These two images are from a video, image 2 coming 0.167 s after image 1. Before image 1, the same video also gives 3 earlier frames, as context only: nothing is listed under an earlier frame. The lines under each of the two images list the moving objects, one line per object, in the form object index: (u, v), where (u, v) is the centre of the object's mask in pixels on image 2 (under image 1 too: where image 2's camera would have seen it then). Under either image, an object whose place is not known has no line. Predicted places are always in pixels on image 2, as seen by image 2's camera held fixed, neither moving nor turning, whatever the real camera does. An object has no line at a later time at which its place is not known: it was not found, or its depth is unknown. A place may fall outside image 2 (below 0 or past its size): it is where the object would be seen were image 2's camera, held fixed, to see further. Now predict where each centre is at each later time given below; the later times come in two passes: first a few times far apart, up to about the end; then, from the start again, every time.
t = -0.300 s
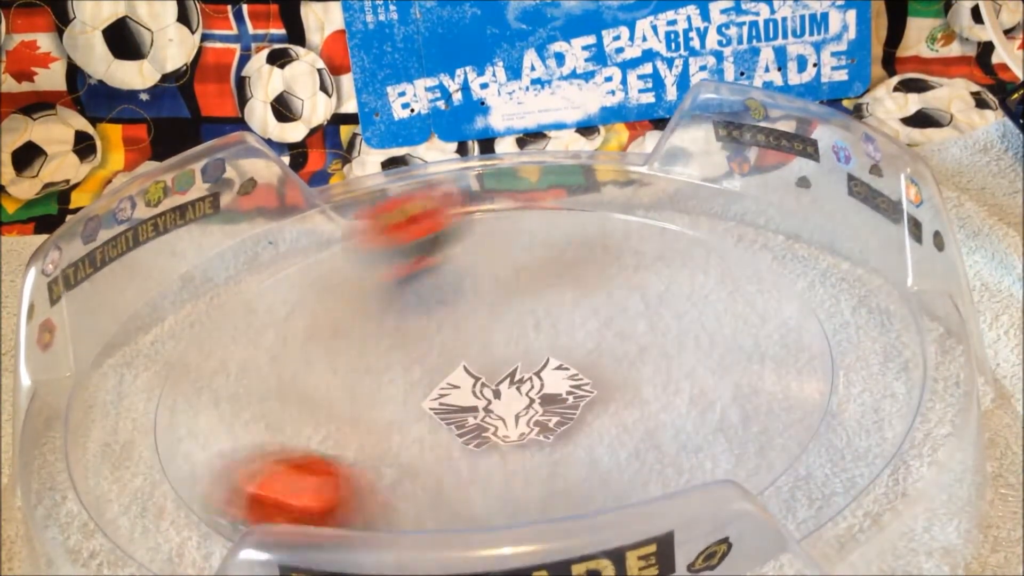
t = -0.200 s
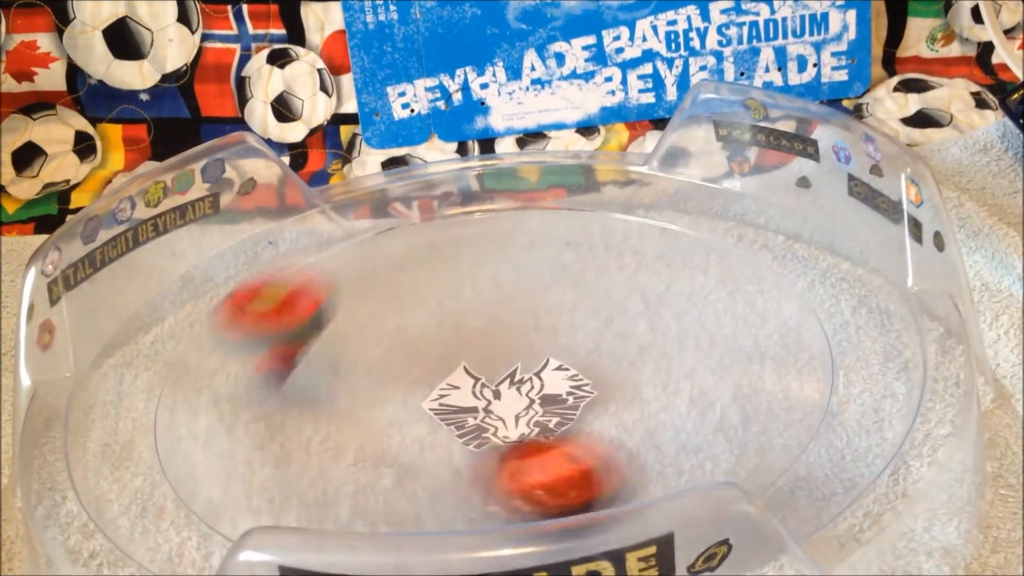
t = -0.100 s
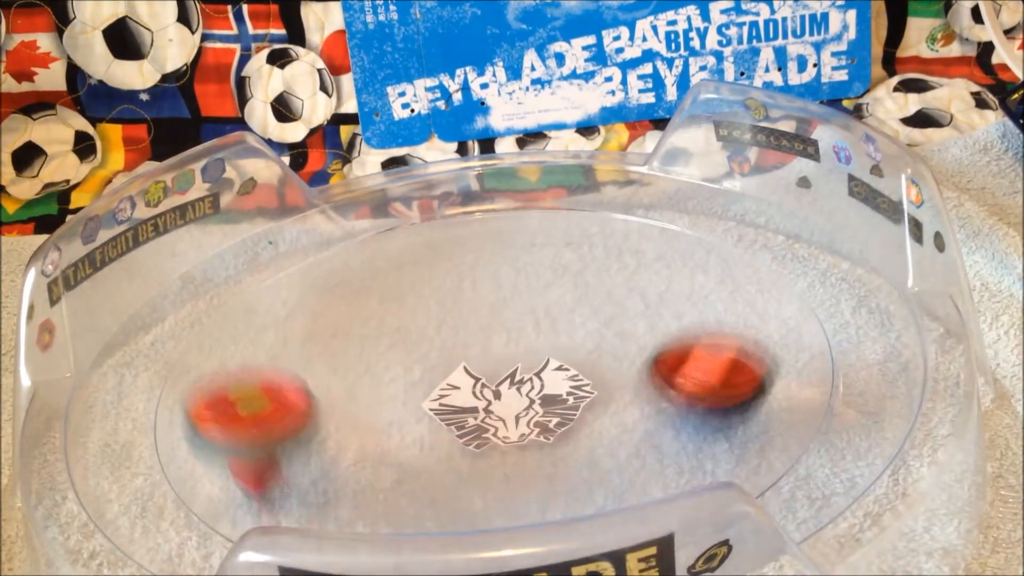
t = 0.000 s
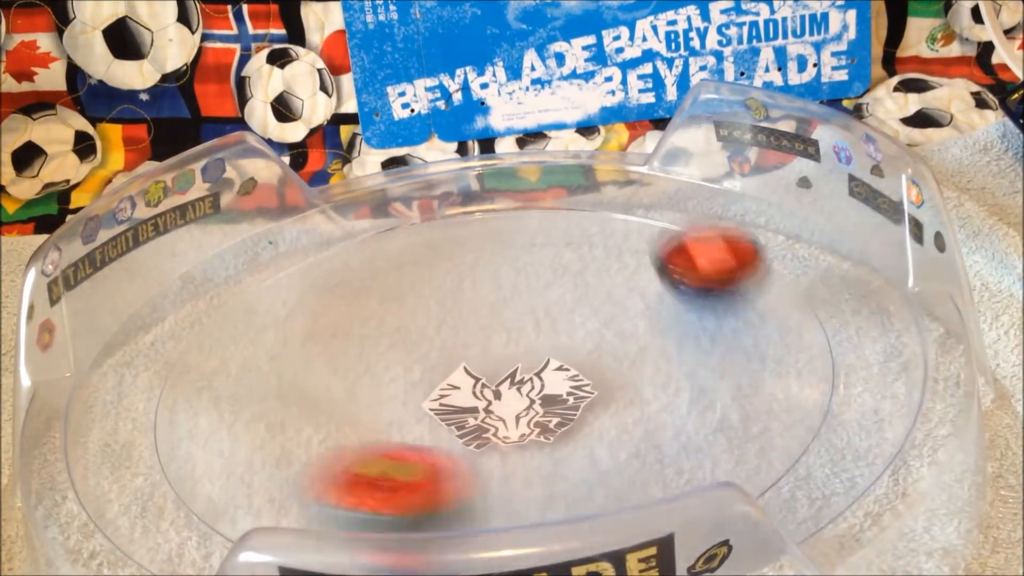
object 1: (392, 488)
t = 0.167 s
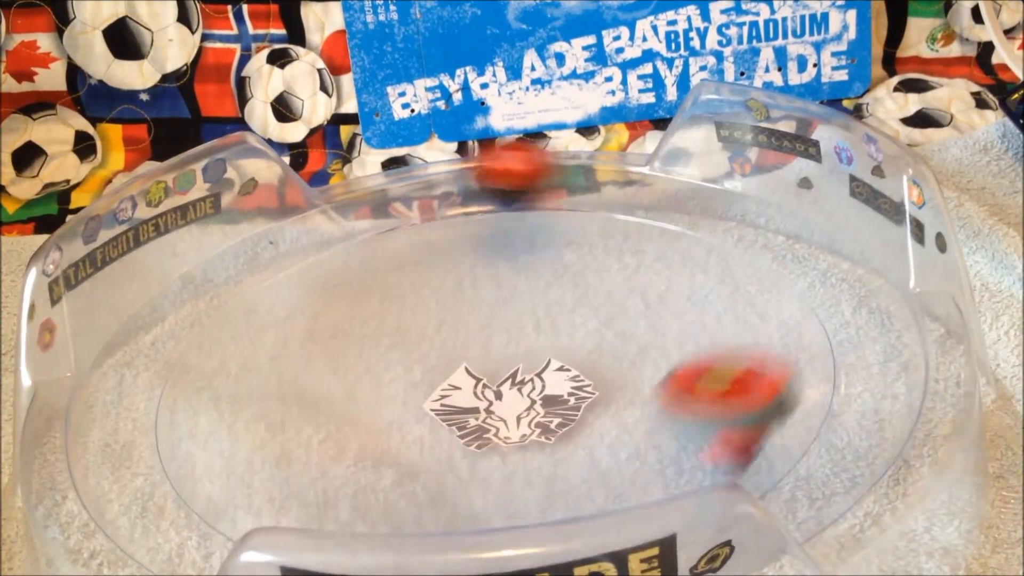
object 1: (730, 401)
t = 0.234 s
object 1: (751, 327)
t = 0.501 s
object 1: (424, 177)
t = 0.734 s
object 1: (167, 297)
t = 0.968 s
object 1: (511, 446)
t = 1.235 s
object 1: (701, 184)
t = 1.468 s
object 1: (369, 197)
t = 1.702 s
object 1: (346, 396)
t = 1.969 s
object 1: (731, 277)
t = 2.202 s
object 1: (509, 172)
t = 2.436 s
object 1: (258, 318)
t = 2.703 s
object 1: (634, 415)
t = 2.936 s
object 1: (672, 209)
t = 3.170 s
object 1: (350, 197)
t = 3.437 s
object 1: (266, 414)
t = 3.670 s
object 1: (679, 351)
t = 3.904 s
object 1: (601, 168)
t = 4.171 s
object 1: (455, 195)
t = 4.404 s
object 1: (544, 264)
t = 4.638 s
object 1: (676, 240)
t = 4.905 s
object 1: (499, 305)
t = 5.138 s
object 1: (478, 429)
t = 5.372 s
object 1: (595, 321)
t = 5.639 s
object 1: (507, 284)
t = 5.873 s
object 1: (501, 370)
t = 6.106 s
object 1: (569, 297)
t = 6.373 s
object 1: (466, 296)
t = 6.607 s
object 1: (572, 245)
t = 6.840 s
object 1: (480, 293)
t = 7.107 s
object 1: (618, 343)
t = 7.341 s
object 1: (540, 277)
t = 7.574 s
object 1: (478, 268)
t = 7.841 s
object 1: (495, 300)
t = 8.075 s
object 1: (553, 305)
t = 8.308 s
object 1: (520, 305)
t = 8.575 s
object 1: (541, 262)
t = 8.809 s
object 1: (493, 259)
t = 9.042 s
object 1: (487, 285)
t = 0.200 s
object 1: (751, 363)
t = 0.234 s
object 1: (751, 327)
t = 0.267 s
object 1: (736, 295)
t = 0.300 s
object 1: (710, 265)
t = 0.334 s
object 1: (673, 239)
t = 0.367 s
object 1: (632, 218)
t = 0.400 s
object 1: (583, 200)
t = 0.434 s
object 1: (535, 185)
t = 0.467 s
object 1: (480, 180)
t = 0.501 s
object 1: (424, 177)
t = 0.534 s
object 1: (367, 182)
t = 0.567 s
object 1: (317, 186)
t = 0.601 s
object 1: (263, 195)
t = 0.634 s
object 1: (231, 214)
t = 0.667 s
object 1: (198, 240)
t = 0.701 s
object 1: (178, 267)
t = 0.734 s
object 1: (167, 297)
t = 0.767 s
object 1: (170, 330)
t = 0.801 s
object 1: (190, 366)
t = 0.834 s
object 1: (228, 400)
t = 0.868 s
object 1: (284, 427)
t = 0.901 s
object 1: (355, 445)
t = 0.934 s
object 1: (429, 452)
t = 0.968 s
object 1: (511, 446)
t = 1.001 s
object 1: (590, 422)
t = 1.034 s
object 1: (644, 394)
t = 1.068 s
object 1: (690, 358)
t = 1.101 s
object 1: (719, 321)
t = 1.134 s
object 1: (733, 283)
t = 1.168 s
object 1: (736, 246)
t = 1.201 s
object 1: (726, 214)
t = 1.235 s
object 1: (701, 184)
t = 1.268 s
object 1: (661, 176)
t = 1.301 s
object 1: (605, 174)
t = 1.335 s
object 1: (563, 166)
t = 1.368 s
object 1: (515, 170)
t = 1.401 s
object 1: (463, 175)
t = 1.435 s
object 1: (411, 185)
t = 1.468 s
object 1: (369, 197)
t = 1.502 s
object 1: (333, 213)
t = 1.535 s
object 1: (301, 238)
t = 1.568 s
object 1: (280, 267)
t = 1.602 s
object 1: (271, 297)
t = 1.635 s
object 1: (277, 334)
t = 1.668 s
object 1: (303, 369)
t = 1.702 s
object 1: (346, 396)
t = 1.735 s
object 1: (395, 414)
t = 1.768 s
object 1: (461, 420)
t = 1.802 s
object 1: (531, 418)
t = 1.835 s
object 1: (597, 398)
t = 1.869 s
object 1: (650, 375)
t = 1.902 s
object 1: (690, 345)
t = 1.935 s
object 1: (717, 313)
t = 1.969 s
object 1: (731, 277)
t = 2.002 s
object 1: (728, 243)
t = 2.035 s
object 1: (716, 217)
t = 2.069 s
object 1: (692, 194)
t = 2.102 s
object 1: (657, 177)
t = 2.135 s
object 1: (605, 173)
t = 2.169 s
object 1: (562, 164)
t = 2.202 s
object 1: (509, 172)
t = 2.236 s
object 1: (457, 179)
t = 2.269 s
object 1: (408, 191)
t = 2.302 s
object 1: (368, 208)
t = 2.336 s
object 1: (331, 229)
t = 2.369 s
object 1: (296, 256)
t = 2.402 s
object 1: (273, 285)
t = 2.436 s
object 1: (258, 318)
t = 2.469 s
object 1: (258, 353)
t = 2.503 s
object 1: (277, 389)
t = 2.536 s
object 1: (312, 418)
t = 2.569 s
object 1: (363, 440)
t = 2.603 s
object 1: (424, 452)
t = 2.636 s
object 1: (497, 454)
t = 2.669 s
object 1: (574, 438)
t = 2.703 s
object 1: (634, 415)
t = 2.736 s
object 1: (682, 386)
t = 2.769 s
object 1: (717, 354)
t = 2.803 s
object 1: (735, 319)
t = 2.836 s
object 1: (738, 285)
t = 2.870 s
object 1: (727, 257)
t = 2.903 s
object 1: (704, 229)
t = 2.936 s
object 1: (672, 209)
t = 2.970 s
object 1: (633, 190)
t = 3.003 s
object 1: (593, 181)
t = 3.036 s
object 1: (547, 173)
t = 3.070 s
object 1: (500, 165)
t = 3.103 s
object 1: (451, 169)
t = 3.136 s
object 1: (397, 185)
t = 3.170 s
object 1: (350, 197)
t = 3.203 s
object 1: (298, 214)
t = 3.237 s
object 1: (263, 231)
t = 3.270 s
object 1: (228, 262)
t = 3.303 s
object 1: (206, 290)
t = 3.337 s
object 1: (198, 318)
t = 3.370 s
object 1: (201, 350)
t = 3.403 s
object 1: (223, 383)
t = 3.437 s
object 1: (266, 414)
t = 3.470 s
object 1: (317, 434)
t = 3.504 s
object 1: (384, 447)
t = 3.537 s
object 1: (452, 449)
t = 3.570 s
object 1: (529, 438)
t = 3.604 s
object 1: (595, 412)
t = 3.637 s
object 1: (644, 384)
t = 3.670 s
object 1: (679, 351)
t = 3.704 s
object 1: (699, 319)
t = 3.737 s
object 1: (708, 287)
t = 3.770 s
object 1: (704, 255)
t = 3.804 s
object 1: (689, 223)
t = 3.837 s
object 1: (668, 200)
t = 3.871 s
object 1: (640, 178)
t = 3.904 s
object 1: (601, 168)
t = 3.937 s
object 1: (558, 168)
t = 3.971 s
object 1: (515, 164)
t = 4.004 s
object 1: (464, 176)
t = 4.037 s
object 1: (422, 181)
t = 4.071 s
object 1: (426, 176)
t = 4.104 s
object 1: (438, 186)
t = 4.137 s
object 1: (447, 190)
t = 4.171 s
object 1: (455, 195)
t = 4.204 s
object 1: (464, 202)
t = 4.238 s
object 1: (472, 211)
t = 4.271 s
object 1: (480, 221)
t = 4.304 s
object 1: (489, 231)
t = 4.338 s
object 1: (502, 245)
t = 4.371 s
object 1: (521, 255)
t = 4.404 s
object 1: (544, 264)
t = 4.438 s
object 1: (567, 269)
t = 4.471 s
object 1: (594, 271)
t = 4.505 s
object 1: (619, 269)
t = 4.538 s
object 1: (641, 265)
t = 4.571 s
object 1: (661, 257)
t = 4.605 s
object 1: (673, 248)
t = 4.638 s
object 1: (676, 240)
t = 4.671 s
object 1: (671, 234)
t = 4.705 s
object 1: (658, 232)
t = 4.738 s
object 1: (641, 235)
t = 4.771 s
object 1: (615, 243)
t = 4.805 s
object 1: (590, 255)
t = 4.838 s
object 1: (562, 273)
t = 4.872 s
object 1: (531, 287)
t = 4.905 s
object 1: (499, 305)
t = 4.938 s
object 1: (472, 322)
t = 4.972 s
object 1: (451, 341)
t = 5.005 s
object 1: (436, 362)
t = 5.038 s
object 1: (430, 382)
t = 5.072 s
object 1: (434, 401)
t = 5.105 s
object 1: (448, 417)
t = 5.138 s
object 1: (478, 429)
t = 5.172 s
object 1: (516, 434)
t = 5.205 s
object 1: (556, 427)
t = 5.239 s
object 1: (591, 411)
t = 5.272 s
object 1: (615, 389)
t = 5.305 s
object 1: (623, 365)
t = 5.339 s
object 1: (615, 341)
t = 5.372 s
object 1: (595, 321)
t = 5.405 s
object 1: (584, 296)
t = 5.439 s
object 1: (575, 289)
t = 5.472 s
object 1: (575, 282)
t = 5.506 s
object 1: (570, 276)
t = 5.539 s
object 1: (559, 273)
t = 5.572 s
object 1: (543, 273)
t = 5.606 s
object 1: (526, 277)
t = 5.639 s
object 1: (507, 284)
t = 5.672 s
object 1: (488, 295)
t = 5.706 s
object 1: (476, 307)
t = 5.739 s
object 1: (466, 322)
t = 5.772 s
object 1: (462, 338)
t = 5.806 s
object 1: (467, 352)
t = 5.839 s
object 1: (480, 363)
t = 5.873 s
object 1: (501, 370)
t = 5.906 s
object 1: (527, 373)
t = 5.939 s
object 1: (552, 369)
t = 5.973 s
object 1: (577, 357)
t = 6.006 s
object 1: (590, 343)
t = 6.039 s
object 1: (594, 327)
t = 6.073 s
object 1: (587, 311)
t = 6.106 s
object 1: (569, 297)
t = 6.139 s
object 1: (546, 287)
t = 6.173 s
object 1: (514, 281)
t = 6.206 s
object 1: (487, 279)
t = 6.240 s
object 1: (471, 277)
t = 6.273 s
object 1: (451, 280)
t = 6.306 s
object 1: (433, 287)
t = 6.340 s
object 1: (442, 292)
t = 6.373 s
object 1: (466, 296)
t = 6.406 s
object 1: (491, 296)
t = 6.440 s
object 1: (514, 292)
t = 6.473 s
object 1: (538, 285)
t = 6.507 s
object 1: (557, 276)
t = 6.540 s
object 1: (569, 265)
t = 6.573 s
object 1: (575, 254)
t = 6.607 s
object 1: (572, 245)
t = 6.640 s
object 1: (562, 239)
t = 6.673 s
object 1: (548, 238)
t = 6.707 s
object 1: (532, 240)
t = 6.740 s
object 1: (514, 248)
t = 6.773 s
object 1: (501, 259)
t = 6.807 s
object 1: (487, 276)
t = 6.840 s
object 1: (480, 293)
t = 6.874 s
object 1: (479, 311)
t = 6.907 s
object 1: (486, 327)
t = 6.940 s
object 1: (497, 341)
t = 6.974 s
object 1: (517, 352)
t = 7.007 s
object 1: (542, 358)
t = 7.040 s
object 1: (570, 359)
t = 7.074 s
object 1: (598, 352)
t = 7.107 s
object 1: (618, 343)
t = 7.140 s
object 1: (631, 331)
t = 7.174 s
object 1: (633, 317)
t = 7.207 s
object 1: (626, 303)
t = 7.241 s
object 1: (609, 293)
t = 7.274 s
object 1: (584, 286)
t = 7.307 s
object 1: (551, 282)
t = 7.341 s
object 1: (540, 277)
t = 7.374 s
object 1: (523, 275)
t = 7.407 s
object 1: (500, 277)
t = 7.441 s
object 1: (479, 280)
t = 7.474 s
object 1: (481, 274)
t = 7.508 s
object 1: (481, 271)
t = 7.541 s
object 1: (479, 269)
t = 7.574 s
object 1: (478, 268)
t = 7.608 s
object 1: (477, 269)
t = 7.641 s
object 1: (475, 271)
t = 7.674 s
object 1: (474, 274)
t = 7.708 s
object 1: (475, 278)
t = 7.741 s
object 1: (478, 284)
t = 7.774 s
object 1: (481, 290)
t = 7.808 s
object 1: (486, 295)
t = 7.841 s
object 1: (495, 300)
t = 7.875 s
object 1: (505, 304)
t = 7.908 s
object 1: (515, 307)
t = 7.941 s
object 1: (525, 309)
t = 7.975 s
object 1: (535, 309)
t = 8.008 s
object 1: (544, 308)
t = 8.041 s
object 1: (549, 307)
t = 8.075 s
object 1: (553, 305)
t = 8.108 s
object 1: (555, 303)
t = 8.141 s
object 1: (554, 302)
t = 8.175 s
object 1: (550, 302)
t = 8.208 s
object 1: (544, 301)
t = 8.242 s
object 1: (536, 302)
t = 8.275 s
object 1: (527, 305)
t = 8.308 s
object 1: (520, 305)
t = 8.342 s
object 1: (522, 304)
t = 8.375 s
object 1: (533, 301)
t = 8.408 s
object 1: (547, 295)
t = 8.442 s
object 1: (556, 285)
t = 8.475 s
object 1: (559, 276)
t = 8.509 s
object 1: (558, 268)
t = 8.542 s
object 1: (551, 264)
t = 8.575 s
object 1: (541, 262)
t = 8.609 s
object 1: (528, 262)
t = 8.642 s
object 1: (515, 264)
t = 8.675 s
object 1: (508, 264)
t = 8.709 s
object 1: (499, 266)
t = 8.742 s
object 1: (494, 266)
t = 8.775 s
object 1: (494, 262)
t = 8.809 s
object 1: (493, 259)
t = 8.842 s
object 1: (492, 258)
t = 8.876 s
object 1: (489, 259)
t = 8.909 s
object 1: (487, 261)
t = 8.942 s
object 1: (486, 265)
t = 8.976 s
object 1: (485, 271)
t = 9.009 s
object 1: (485, 278)
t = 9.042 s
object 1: (487, 285)
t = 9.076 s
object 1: (493, 292)
